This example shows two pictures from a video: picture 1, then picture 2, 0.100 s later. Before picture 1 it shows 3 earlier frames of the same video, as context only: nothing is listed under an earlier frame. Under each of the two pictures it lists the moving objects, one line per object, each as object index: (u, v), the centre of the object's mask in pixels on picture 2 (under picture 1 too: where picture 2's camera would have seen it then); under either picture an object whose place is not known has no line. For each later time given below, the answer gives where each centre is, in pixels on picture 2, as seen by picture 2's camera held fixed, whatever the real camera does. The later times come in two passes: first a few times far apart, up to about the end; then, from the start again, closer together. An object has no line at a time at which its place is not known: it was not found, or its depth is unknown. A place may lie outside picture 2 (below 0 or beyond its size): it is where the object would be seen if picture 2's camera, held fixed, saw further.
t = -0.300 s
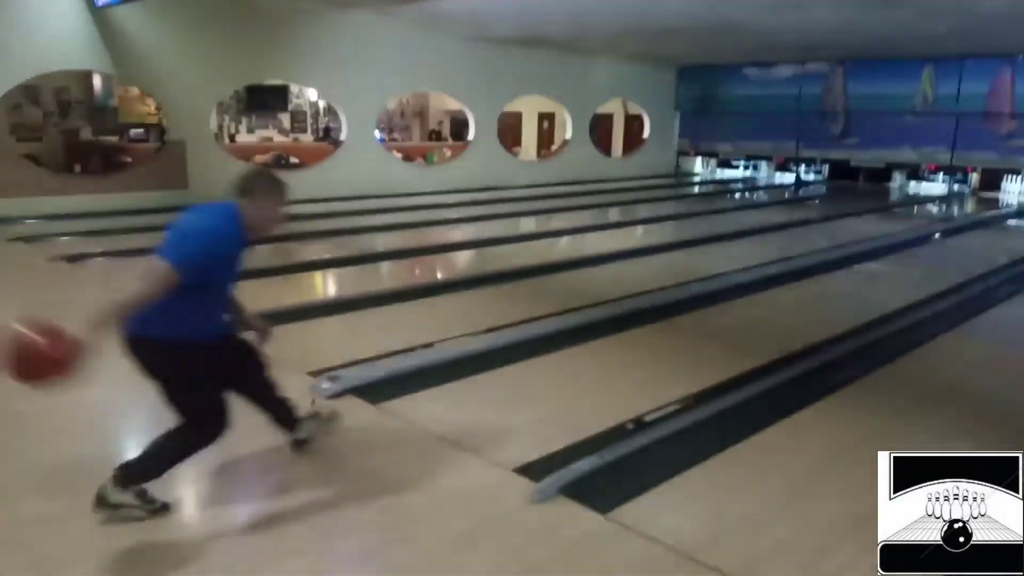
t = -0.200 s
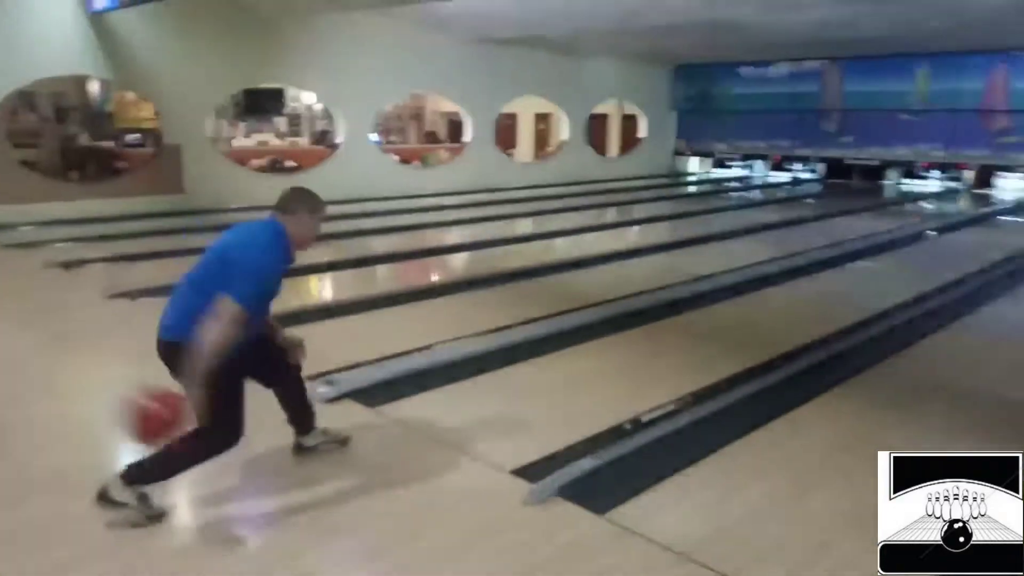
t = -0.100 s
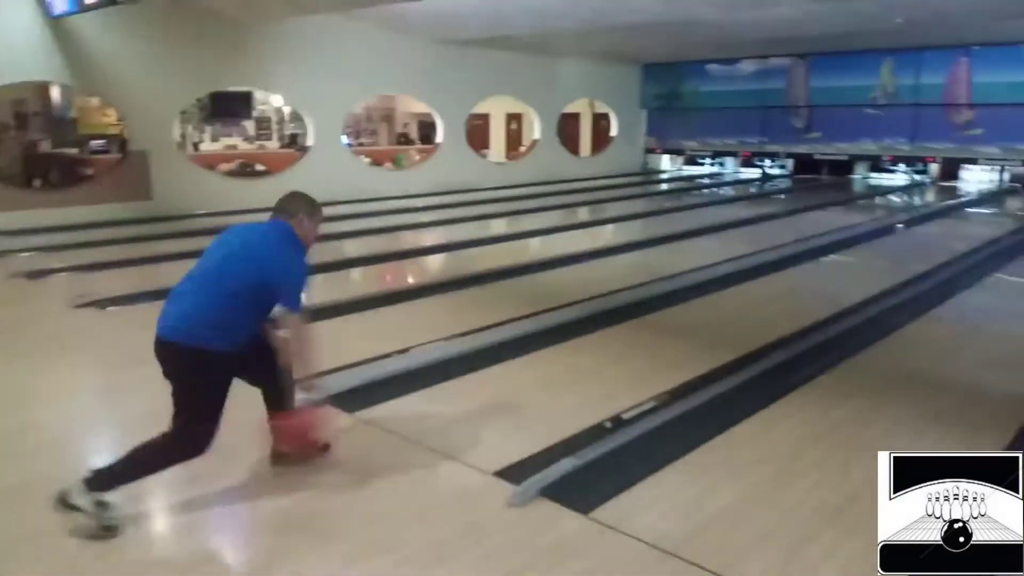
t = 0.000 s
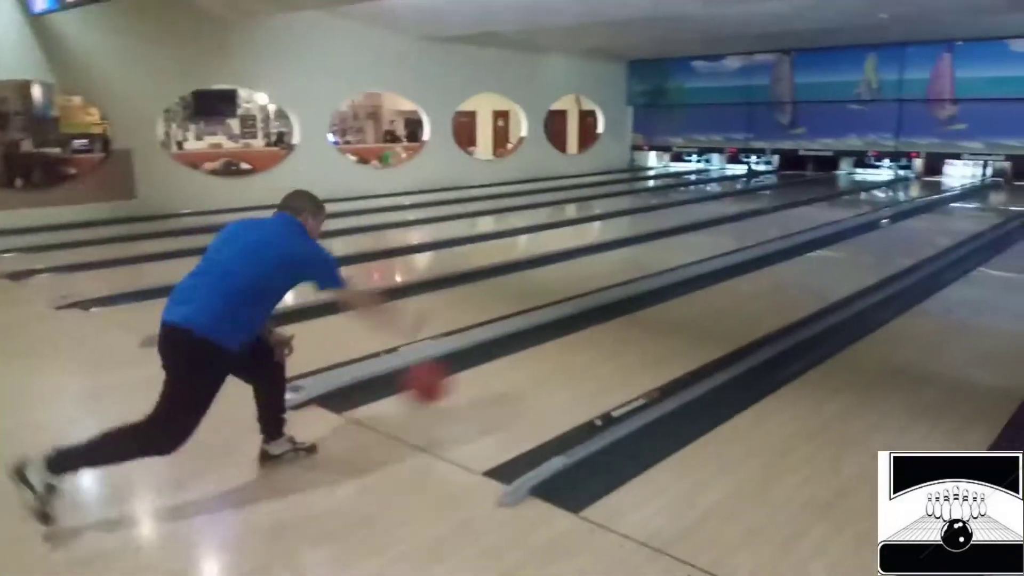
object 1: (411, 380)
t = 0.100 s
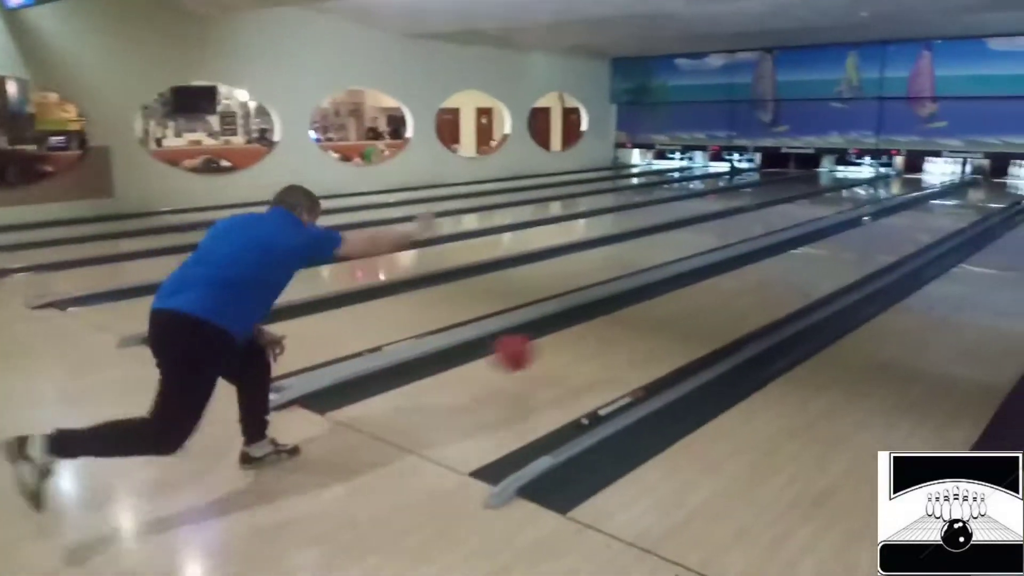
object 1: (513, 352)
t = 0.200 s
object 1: (593, 344)
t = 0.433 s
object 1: (720, 295)
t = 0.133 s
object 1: (542, 347)
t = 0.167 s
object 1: (569, 344)
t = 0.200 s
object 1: (593, 344)
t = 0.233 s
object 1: (615, 332)
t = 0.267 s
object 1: (635, 323)
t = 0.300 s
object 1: (655, 316)
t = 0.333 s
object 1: (673, 310)
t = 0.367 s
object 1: (688, 306)
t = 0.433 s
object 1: (720, 295)
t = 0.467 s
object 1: (733, 289)
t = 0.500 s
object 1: (746, 284)
